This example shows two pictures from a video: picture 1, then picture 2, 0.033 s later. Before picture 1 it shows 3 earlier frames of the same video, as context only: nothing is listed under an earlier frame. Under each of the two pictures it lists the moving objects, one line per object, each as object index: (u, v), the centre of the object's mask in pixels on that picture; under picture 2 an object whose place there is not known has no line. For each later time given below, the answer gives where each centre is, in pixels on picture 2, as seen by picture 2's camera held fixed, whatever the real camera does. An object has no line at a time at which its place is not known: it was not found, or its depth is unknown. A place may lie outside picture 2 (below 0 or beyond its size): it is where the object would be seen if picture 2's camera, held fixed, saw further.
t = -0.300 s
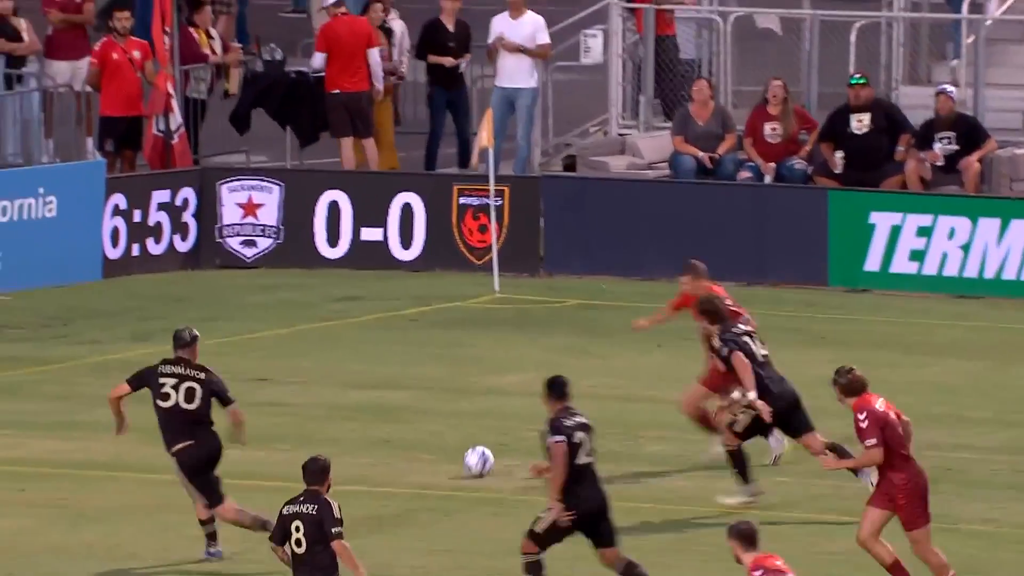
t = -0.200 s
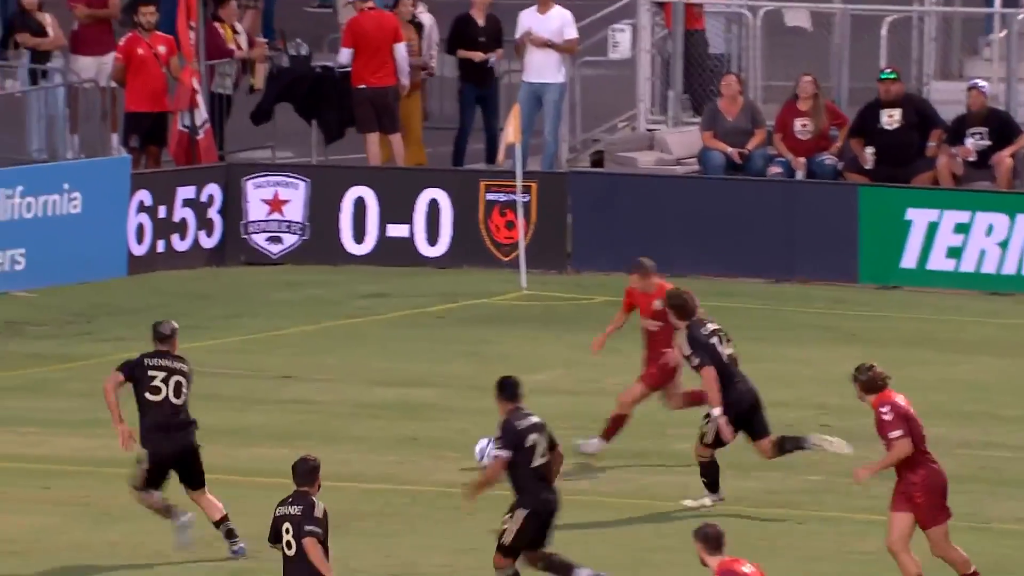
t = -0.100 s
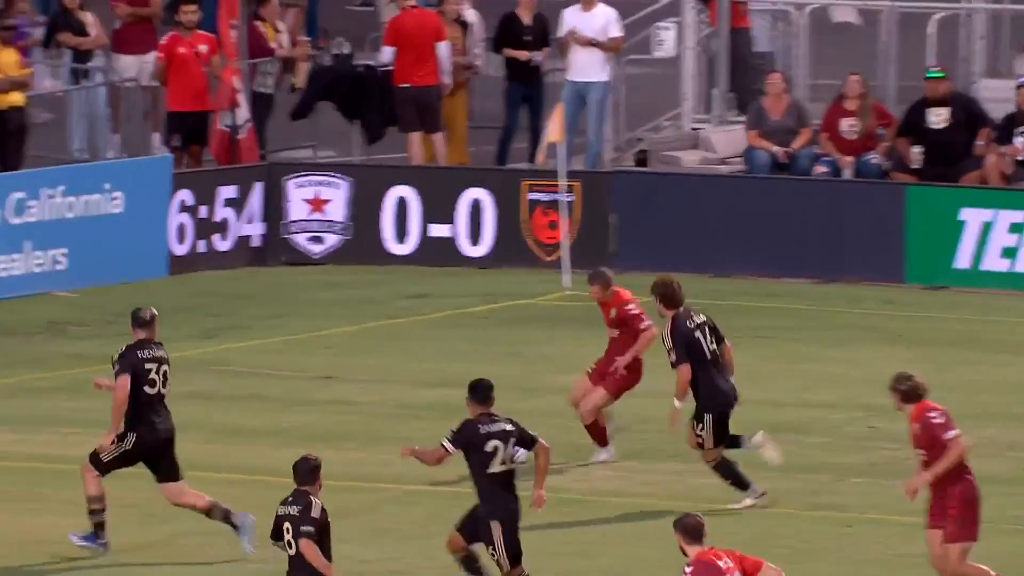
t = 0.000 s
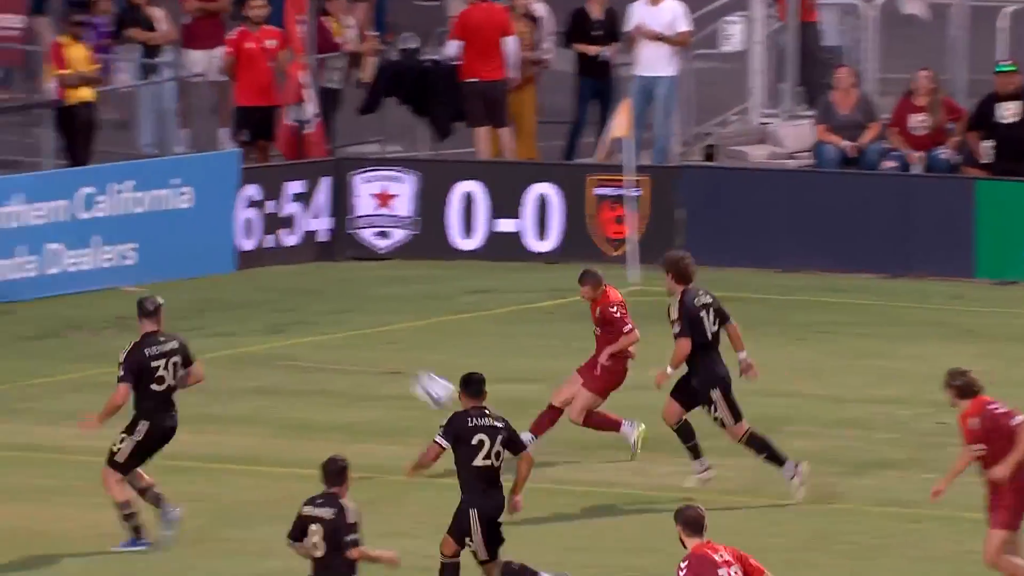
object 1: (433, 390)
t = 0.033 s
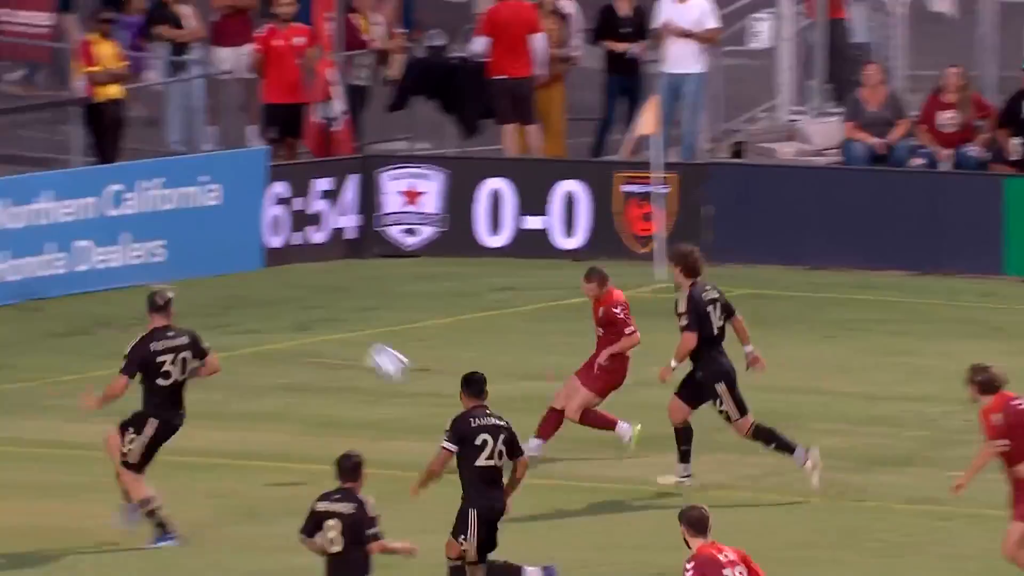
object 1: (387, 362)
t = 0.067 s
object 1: (316, 339)
